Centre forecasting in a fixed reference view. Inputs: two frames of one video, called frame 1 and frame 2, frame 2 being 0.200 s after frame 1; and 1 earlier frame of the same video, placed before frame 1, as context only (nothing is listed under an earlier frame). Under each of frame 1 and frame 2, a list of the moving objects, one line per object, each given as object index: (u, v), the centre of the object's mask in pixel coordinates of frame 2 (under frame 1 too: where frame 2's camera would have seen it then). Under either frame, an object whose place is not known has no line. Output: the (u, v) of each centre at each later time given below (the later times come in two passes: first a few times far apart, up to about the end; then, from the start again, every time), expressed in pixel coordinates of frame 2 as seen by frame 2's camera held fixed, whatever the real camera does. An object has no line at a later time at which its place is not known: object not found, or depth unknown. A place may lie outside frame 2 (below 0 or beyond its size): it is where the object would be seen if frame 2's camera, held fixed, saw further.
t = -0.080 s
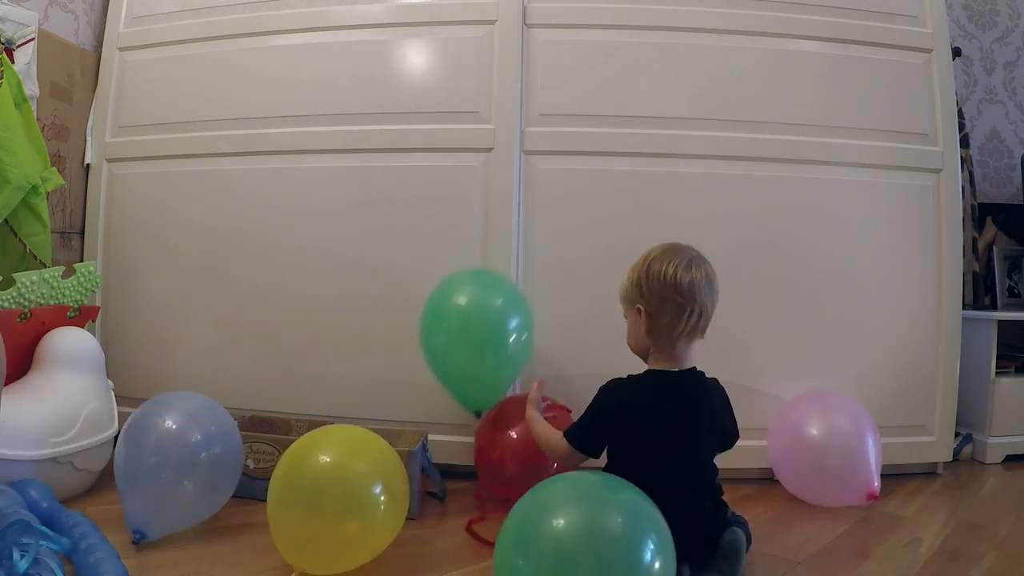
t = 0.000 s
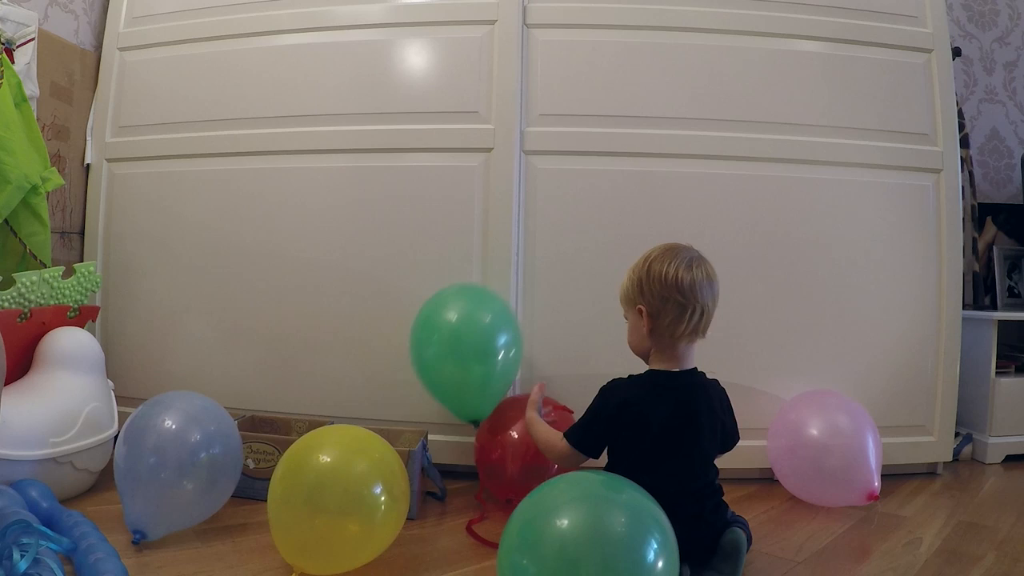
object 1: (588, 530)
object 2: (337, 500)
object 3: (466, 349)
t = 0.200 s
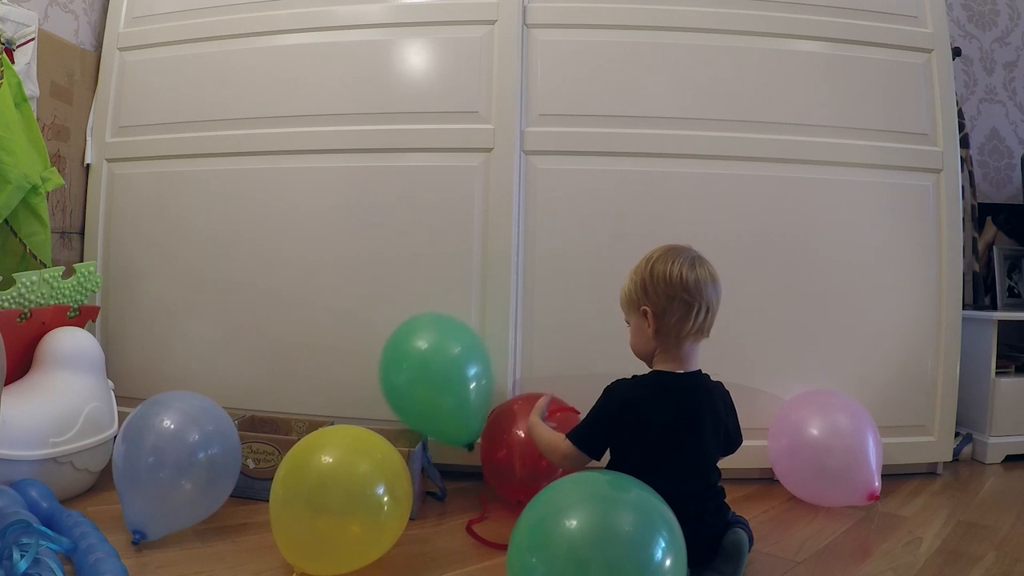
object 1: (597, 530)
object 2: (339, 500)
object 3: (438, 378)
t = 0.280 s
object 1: (600, 530)
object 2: (341, 500)
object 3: (430, 371)
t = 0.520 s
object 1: (608, 530)
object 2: (346, 501)
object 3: (413, 349)
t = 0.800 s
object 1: (616, 531)
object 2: (353, 503)
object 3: (398, 358)
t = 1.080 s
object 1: (622, 532)
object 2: (360, 505)
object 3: (380, 371)
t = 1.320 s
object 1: (625, 533)
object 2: (366, 507)
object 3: (358, 379)
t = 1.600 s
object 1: (629, 533)
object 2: (372, 509)
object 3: (350, 379)
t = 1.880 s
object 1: (636, 534)
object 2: (376, 512)
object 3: (357, 382)
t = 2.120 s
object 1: (643, 534)
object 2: (379, 513)
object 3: (369, 388)
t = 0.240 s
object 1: (598, 530)
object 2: (340, 500)
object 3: (433, 377)
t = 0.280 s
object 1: (600, 530)
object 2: (341, 500)
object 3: (430, 371)
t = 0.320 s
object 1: (601, 530)
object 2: (342, 501)
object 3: (427, 366)
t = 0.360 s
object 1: (602, 530)
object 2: (343, 501)
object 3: (424, 361)
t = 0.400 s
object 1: (603, 530)
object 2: (343, 501)
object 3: (421, 357)
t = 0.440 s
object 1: (605, 530)
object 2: (344, 501)
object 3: (419, 354)
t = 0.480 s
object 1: (606, 530)
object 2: (345, 501)
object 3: (416, 351)
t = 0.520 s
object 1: (608, 530)
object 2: (346, 501)
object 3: (413, 349)
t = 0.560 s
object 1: (609, 531)
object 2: (347, 502)
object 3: (411, 348)
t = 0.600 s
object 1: (610, 531)
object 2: (348, 502)
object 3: (409, 348)
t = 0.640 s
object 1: (612, 531)
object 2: (349, 502)
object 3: (406, 348)
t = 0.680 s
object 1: (613, 531)
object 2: (350, 502)
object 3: (404, 350)
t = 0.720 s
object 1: (614, 531)
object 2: (351, 503)
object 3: (402, 351)
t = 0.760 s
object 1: (615, 531)
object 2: (352, 503)
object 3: (400, 354)
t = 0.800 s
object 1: (616, 531)
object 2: (353, 503)
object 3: (398, 358)
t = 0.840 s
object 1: (617, 532)
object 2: (354, 503)
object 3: (397, 362)
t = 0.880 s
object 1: (618, 531)
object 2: (355, 504)
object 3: (395, 365)
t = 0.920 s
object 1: (619, 532)
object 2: (356, 504)
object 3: (393, 368)
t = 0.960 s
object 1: (620, 532)
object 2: (357, 504)
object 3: (391, 370)
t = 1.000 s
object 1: (620, 532)
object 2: (358, 505)
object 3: (387, 370)
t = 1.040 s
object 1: (621, 532)
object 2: (359, 505)
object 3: (383, 370)
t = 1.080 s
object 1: (622, 532)
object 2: (360, 505)
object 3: (380, 371)
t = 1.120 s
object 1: (622, 532)
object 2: (361, 506)
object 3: (376, 372)
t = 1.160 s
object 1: (623, 533)
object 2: (362, 506)
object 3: (373, 373)
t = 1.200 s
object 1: (623, 533)
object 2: (363, 506)
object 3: (369, 376)
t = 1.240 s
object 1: (624, 532)
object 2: (364, 507)
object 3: (366, 378)
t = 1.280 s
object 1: (625, 533)
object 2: (365, 507)
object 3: (362, 379)
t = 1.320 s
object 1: (625, 533)
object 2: (366, 507)
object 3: (358, 379)
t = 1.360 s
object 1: (625, 533)
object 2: (367, 508)
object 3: (354, 380)
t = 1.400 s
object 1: (626, 533)
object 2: (368, 508)
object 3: (352, 380)
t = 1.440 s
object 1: (627, 533)
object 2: (369, 508)
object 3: (352, 379)
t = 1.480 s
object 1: (628, 533)
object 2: (370, 508)
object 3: (351, 378)
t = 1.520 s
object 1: (628, 533)
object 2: (370, 509)
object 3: (351, 378)
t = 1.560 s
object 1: (628, 534)
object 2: (371, 509)
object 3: (350, 378)
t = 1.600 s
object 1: (629, 533)
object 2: (372, 509)
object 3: (350, 379)
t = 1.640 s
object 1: (630, 534)
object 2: (373, 510)
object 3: (350, 380)
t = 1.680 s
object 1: (631, 533)
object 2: (373, 510)
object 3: (349, 381)
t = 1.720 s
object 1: (633, 533)
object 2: (374, 510)
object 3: (350, 382)
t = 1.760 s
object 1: (634, 533)
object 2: (375, 511)
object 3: (352, 382)
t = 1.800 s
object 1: (634, 533)
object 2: (375, 511)
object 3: (354, 381)
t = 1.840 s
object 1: (635, 534)
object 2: (376, 511)
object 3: (355, 382)
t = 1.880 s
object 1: (636, 534)
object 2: (376, 512)
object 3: (357, 382)
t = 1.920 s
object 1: (637, 534)
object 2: (377, 512)
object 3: (359, 382)
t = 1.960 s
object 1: (638, 534)
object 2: (377, 512)
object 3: (361, 383)
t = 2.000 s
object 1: (639, 534)
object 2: (378, 512)
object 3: (363, 384)
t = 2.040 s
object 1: (640, 534)
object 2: (378, 513)
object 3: (365, 385)
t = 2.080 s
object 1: (641, 534)
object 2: (379, 513)
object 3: (367, 386)
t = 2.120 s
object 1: (643, 534)
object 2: (379, 513)
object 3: (369, 388)
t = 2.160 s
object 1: (644, 534)
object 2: (379, 514)
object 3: (371, 389)
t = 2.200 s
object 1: (645, 534)
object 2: (380, 514)
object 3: (372, 390)
